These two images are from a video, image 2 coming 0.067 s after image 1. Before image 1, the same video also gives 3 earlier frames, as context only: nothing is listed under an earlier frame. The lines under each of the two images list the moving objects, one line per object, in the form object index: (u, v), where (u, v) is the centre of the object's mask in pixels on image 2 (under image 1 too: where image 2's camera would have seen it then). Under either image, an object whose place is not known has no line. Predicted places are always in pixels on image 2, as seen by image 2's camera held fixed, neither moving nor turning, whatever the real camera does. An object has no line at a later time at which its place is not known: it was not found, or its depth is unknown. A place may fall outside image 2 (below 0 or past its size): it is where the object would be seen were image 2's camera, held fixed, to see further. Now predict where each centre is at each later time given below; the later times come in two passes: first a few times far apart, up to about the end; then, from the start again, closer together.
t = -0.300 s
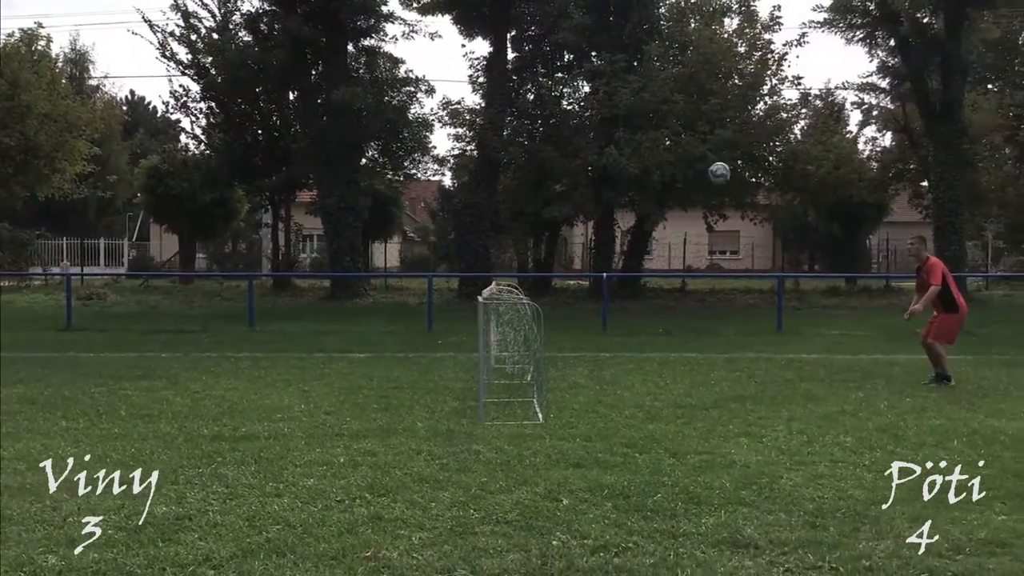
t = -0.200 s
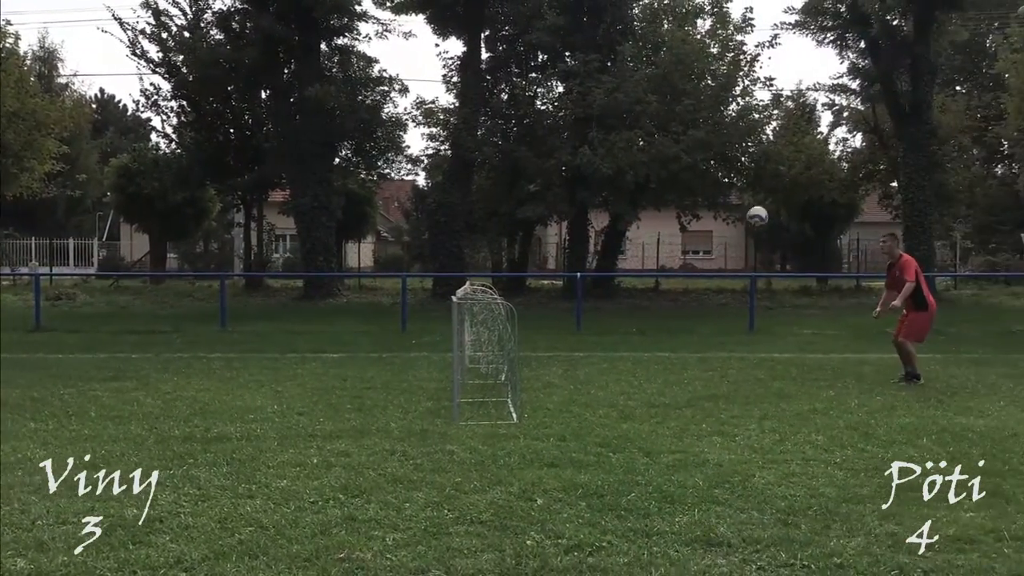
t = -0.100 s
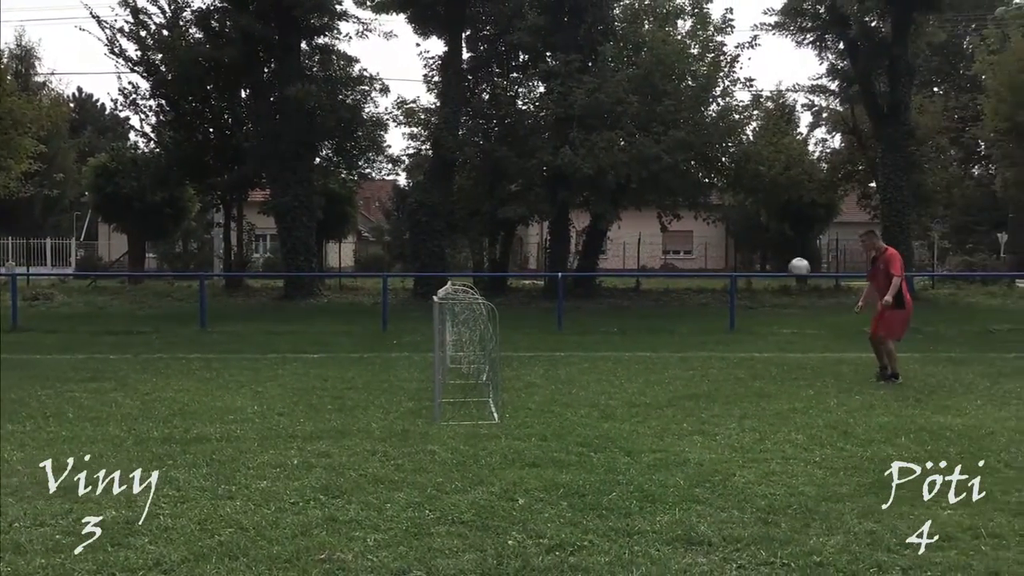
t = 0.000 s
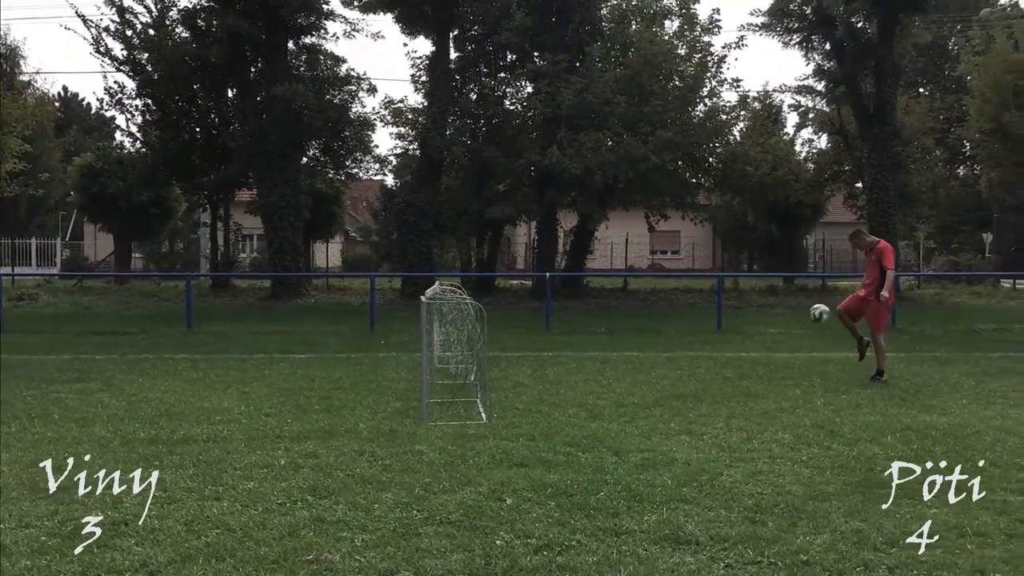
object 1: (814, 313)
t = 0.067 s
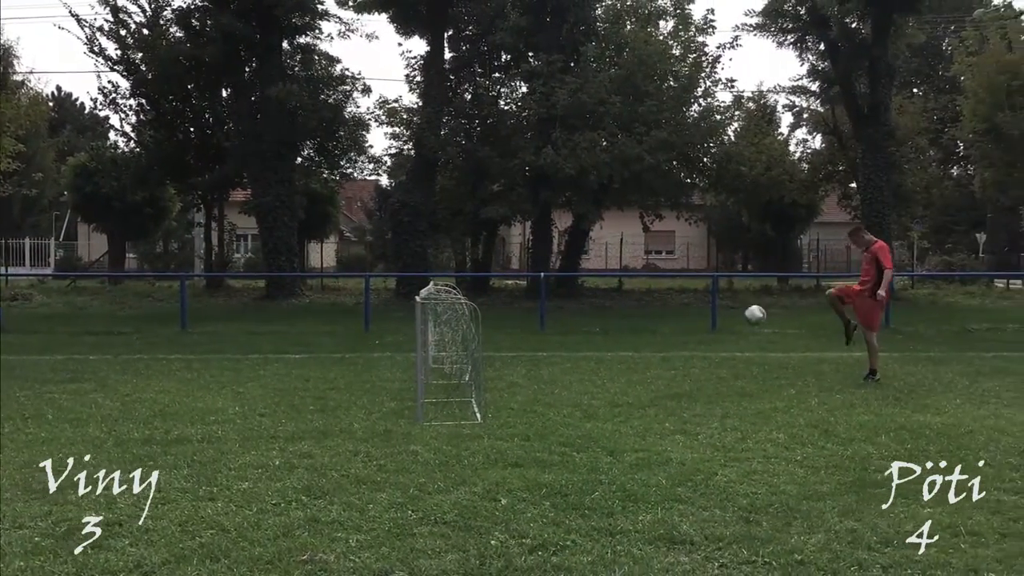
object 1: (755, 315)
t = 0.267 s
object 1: (572, 351)
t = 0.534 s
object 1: (442, 288)
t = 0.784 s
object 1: (401, 196)
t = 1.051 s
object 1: (357, 162)
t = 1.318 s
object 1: (310, 203)
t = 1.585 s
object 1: (262, 326)
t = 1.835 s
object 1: (179, 356)
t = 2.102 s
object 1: (45, 293)
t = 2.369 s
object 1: (-108, 324)
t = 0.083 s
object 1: (741, 314)
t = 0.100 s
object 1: (725, 317)
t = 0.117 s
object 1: (711, 320)
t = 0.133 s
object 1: (696, 322)
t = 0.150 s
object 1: (680, 324)
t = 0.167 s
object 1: (665, 326)
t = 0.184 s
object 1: (650, 331)
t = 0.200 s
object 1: (634, 333)
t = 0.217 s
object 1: (619, 337)
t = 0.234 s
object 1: (604, 342)
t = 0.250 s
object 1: (589, 346)
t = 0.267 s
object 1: (572, 351)
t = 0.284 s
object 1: (556, 356)
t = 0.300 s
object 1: (541, 361)
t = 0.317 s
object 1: (525, 367)
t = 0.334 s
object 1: (510, 374)
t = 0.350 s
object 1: (495, 380)
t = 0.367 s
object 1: (481, 380)
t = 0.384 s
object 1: (473, 371)
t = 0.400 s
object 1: (470, 360)
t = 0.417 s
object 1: (462, 354)
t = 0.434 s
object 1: (457, 343)
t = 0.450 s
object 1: (452, 333)
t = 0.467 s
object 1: (449, 324)
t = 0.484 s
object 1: (446, 315)
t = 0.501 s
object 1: (452, 302)
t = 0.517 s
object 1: (443, 292)
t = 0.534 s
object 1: (442, 288)
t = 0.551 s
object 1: (438, 281)
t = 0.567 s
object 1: (435, 273)
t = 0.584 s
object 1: (433, 266)
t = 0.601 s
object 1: (430, 259)
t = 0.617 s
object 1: (428, 251)
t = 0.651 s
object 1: (423, 238)
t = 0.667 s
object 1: (420, 232)
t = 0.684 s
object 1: (417, 227)
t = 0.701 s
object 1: (415, 221)
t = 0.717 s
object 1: (413, 214)
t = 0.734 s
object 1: (410, 209)
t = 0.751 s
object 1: (407, 204)
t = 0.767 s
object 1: (404, 200)
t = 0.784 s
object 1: (401, 196)
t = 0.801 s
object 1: (400, 190)
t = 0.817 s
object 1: (397, 186)
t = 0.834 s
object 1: (393, 182)
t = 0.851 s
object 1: (390, 180)
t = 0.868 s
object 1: (389, 177)
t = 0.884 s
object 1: (387, 174)
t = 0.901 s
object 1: (383, 171)
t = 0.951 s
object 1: (375, 166)
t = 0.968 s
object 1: (373, 165)
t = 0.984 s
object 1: (369, 163)
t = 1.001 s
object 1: (368, 163)
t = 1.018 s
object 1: (364, 161)
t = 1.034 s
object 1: (362, 161)
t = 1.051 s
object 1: (357, 162)
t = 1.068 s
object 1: (354, 162)
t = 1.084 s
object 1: (352, 162)
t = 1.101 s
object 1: (348, 162)
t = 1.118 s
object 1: (345, 164)
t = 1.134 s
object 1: (343, 166)
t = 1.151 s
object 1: (339, 168)
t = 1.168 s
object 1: (337, 170)
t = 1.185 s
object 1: (335, 170)
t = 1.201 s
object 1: (332, 173)
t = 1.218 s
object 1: (329, 177)
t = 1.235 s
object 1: (326, 181)
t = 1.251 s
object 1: (323, 185)
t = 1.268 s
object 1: (320, 189)
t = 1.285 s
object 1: (316, 193)
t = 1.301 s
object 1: (314, 198)
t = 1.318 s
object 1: (310, 203)
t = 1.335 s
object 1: (308, 209)
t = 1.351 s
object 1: (305, 214)
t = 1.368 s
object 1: (302, 219)
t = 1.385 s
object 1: (299, 227)
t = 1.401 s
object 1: (296, 232)
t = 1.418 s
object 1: (292, 240)
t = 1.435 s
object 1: (290, 247)
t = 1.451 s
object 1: (287, 254)
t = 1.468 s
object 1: (284, 261)
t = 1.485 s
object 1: (280, 271)
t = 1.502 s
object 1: (277, 280)
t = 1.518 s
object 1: (275, 288)
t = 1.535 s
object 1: (271, 297)
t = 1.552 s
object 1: (269, 306)
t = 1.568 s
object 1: (265, 316)
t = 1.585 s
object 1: (262, 326)
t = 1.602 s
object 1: (259, 336)
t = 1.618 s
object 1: (256, 350)
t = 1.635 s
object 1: (255, 362)
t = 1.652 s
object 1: (250, 373)
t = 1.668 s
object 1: (247, 386)
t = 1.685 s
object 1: (244, 399)
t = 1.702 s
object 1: (241, 411)
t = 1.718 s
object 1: (233, 408)
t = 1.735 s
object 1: (226, 399)
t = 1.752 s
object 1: (218, 390)
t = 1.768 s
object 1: (210, 383)
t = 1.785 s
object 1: (202, 375)
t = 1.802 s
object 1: (195, 369)
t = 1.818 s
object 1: (187, 362)
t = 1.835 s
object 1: (179, 356)
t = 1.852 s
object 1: (171, 347)
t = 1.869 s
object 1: (164, 343)
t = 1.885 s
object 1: (155, 337)
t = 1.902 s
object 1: (147, 333)
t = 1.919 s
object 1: (139, 327)
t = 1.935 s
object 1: (132, 322)
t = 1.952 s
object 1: (122, 317)
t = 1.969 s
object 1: (114, 314)
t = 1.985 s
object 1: (105, 311)
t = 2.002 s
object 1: (97, 306)
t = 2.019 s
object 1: (88, 304)
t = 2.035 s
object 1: (79, 302)
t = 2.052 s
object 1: (71, 300)
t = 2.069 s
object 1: (63, 298)
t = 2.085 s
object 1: (54, 295)
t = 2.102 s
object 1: (45, 293)
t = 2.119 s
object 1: (35, 293)
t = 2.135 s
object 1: (26, 292)
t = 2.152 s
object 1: (17, 293)
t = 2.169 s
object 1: (8, 292)
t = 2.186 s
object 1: (-1, 293)
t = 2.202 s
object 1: (-10, 293)
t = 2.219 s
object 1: (-21, 296)
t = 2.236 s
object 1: (-30, 298)
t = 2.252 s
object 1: (-39, 300)
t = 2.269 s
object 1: (-49, 301)
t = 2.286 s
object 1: (-59, 303)
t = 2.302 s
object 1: (-70, 308)
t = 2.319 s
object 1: (-80, 312)
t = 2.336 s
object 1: (-89, 316)
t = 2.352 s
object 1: (-99, 320)
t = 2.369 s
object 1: (-108, 324)
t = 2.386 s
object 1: (-121, 330)
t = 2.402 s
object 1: (-132, 337)
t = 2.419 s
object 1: (-142, 344)
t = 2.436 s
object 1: (-152, 349)
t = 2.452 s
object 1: (-163, 358)
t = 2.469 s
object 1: (-174, 365)
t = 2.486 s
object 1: (-186, 373)
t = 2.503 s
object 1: (-196, 382)
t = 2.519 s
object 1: (-207, 390)
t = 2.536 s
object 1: (-218, 400)
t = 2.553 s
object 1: (-230, 410)
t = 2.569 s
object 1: (-242, 422)
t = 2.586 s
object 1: (-253, 434)
